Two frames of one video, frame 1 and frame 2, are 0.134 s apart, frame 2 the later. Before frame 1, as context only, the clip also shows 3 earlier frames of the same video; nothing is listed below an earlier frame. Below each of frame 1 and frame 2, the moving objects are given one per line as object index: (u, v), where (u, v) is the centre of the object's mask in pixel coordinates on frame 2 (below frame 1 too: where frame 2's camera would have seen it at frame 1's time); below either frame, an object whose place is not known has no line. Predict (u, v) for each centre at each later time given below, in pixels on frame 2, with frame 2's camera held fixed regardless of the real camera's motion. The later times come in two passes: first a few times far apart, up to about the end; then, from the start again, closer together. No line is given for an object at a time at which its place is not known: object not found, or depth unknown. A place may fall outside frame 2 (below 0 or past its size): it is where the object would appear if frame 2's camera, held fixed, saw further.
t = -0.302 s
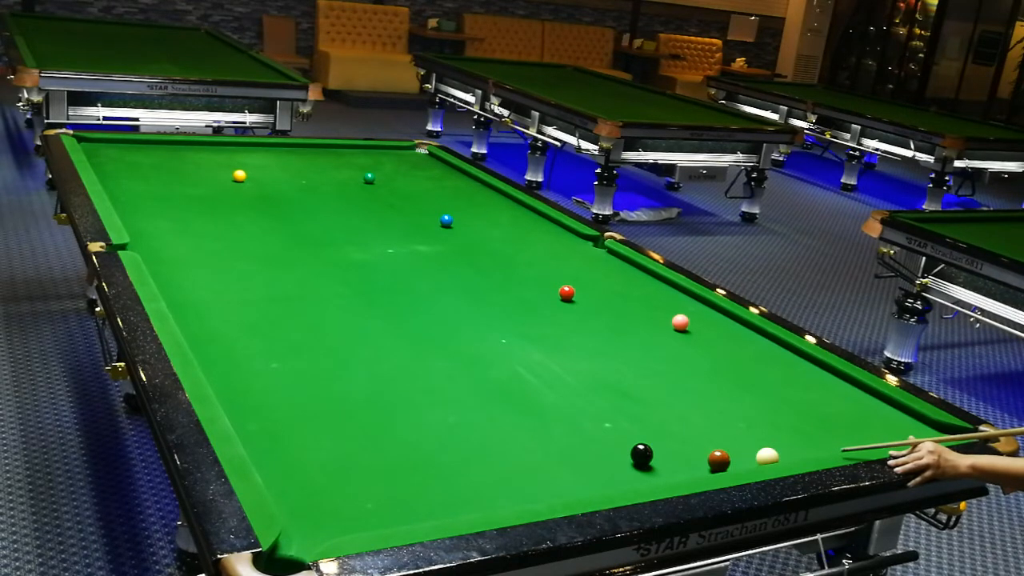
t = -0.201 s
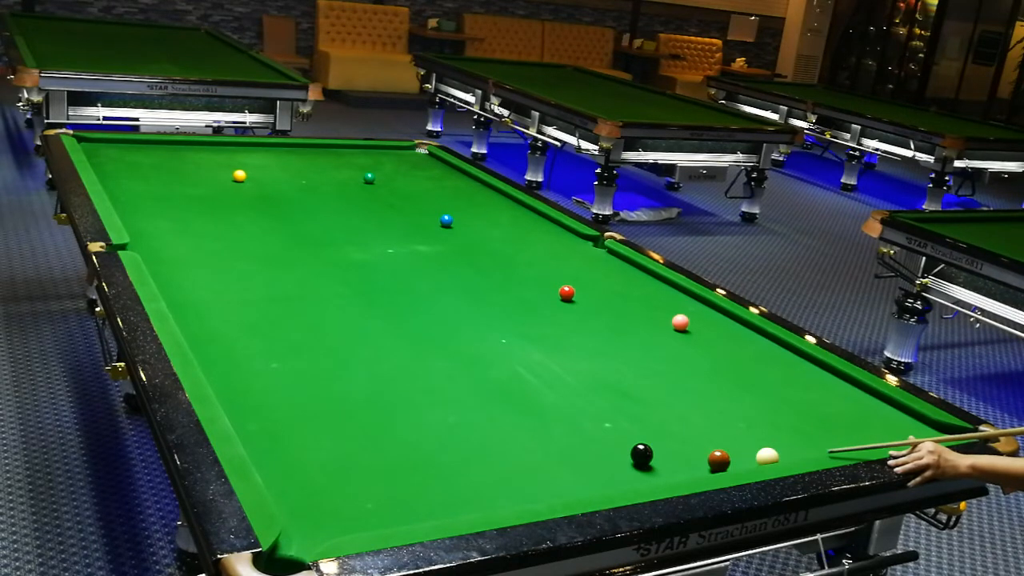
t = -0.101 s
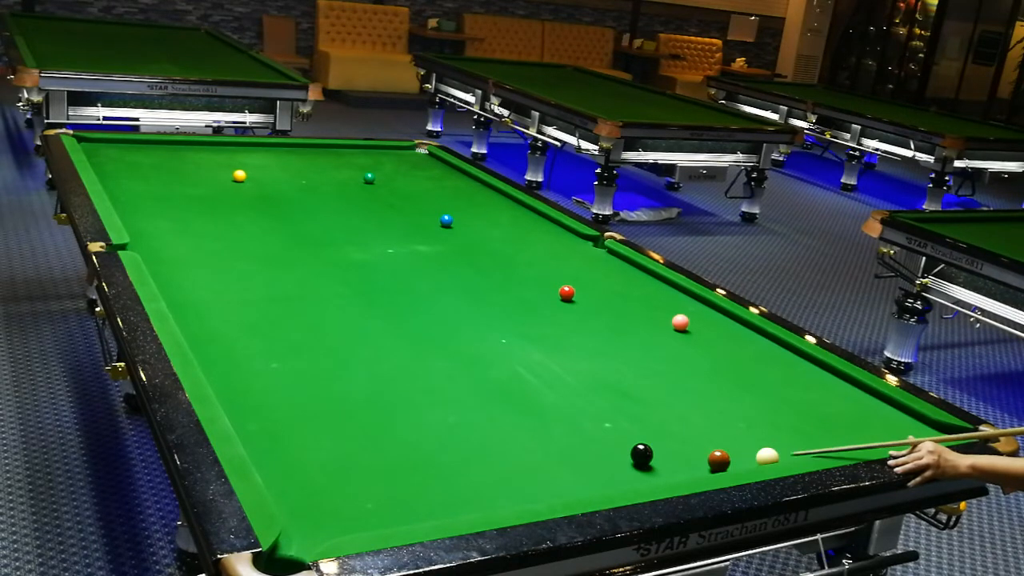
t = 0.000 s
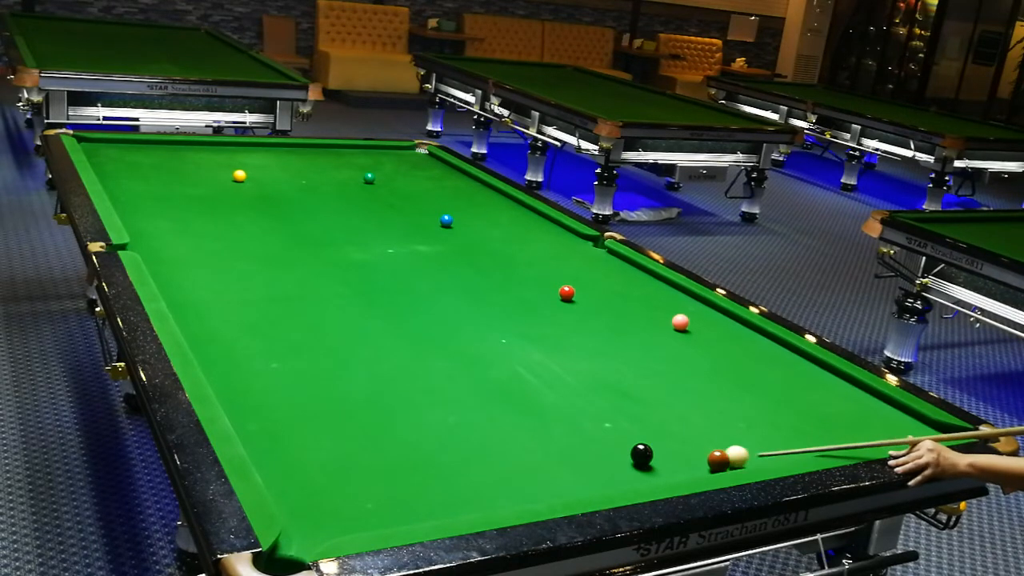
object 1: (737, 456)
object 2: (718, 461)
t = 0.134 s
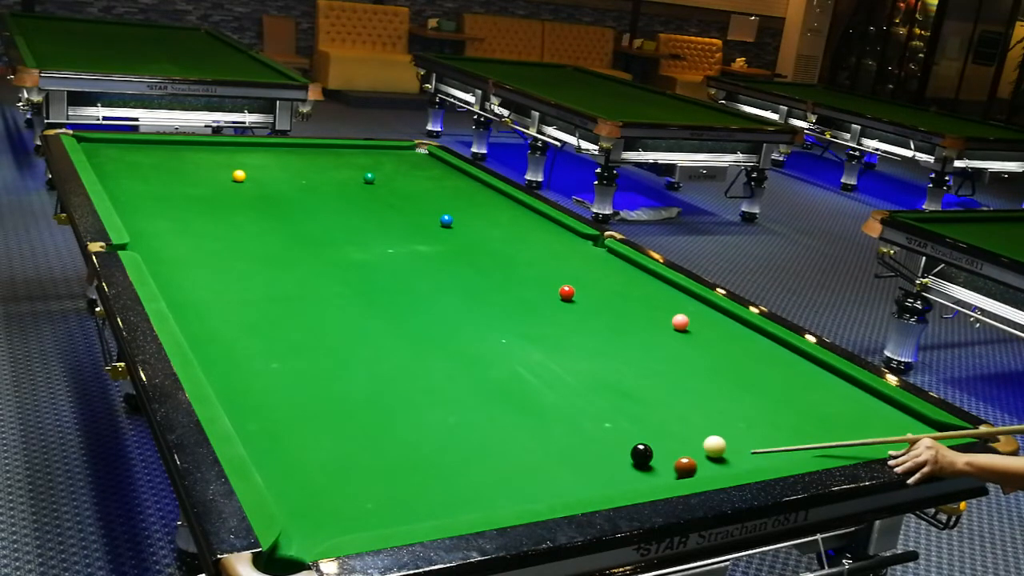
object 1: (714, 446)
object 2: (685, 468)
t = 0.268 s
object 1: (693, 437)
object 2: (658, 473)
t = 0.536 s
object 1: (653, 420)
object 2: (606, 483)
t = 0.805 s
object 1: (618, 405)
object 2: (552, 494)
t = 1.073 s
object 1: (587, 392)
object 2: (495, 503)
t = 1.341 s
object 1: (560, 380)
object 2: (439, 511)
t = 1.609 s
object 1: (536, 369)
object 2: (384, 519)
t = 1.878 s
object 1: (514, 360)
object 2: (329, 528)
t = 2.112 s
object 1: (497, 353)
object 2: (303, 535)
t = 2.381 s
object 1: (481, 346)
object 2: (322, 534)
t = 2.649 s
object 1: (466, 340)
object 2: (321, 526)
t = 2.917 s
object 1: (454, 335)
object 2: (320, 518)
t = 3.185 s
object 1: (444, 330)
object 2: (320, 513)
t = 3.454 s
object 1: (436, 327)
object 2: (321, 510)
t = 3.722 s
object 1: (429, 325)
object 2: (321, 509)
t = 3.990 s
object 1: (424, 323)
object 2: (321, 509)
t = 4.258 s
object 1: (422, 322)
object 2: (321, 509)
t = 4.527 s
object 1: (420, 321)
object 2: (321, 509)
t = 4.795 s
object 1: (420, 321)
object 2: (321, 509)
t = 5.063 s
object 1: (420, 321)
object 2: (321, 509)
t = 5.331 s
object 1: (419, 321)
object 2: (321, 509)
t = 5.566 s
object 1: (420, 321)
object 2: (321, 509)
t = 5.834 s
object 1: (420, 321)
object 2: (321, 509)
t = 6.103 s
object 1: (420, 321)
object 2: (321, 510)
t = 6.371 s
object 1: (420, 321)
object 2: (321, 509)
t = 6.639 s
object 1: (420, 321)
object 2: (321, 509)
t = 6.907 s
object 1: (420, 321)
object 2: (321, 509)
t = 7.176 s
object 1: (420, 321)
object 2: (321, 509)
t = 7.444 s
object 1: (420, 321)
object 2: (321, 509)
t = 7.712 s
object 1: (420, 321)
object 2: (321, 509)
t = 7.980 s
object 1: (420, 321)
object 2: (321, 509)
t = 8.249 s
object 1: (419, 321)
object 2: (321, 509)
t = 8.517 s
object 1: (420, 321)
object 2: (321, 510)
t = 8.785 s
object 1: (420, 321)
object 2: (321, 510)
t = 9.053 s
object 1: (420, 321)
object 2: (321, 510)
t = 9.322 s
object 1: (420, 321)
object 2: (321, 510)
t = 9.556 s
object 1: (420, 321)
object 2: (321, 510)
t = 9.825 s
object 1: (420, 321)
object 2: (321, 510)
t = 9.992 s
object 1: (420, 321)
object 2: (321, 510)
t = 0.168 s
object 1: (709, 444)
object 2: (678, 469)
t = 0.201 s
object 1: (703, 442)
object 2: (672, 470)
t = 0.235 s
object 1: (698, 440)
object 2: (665, 472)
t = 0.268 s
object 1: (693, 437)
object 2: (658, 473)
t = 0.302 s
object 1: (687, 435)
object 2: (652, 474)
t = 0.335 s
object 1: (682, 433)
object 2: (646, 475)
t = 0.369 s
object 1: (677, 431)
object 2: (639, 476)
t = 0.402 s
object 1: (672, 428)
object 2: (632, 478)
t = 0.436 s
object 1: (667, 426)
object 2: (626, 479)
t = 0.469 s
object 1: (662, 424)
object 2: (619, 481)
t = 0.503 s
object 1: (658, 422)
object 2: (613, 482)
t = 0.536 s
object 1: (653, 420)
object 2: (606, 483)
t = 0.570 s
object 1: (648, 418)
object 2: (599, 485)
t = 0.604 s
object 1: (644, 416)
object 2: (592, 486)
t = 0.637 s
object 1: (639, 414)
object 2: (586, 487)
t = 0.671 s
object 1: (635, 412)
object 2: (579, 489)
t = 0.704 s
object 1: (631, 411)
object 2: (572, 490)
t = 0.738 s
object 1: (626, 409)
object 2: (565, 491)
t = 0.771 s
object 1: (622, 407)
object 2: (558, 493)
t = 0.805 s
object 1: (618, 405)
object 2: (552, 494)
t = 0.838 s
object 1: (614, 403)
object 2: (545, 495)
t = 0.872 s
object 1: (610, 402)
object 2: (538, 497)
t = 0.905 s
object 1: (606, 400)
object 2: (531, 498)
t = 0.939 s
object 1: (602, 398)
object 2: (524, 498)
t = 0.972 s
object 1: (598, 396)
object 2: (517, 499)
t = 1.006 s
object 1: (594, 395)
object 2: (509, 501)
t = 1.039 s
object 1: (591, 393)
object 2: (503, 502)
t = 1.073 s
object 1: (587, 392)
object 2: (495, 503)
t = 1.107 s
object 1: (584, 390)
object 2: (488, 504)
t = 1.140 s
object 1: (580, 389)
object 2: (481, 505)
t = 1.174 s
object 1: (577, 387)
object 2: (474, 506)
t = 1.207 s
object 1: (573, 386)
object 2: (467, 507)
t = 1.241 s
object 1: (570, 384)
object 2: (460, 508)
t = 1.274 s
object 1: (566, 383)
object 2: (453, 509)
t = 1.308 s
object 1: (563, 381)
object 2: (446, 510)
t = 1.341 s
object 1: (560, 380)
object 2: (439, 511)
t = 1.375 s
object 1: (557, 378)
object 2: (432, 512)
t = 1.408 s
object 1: (554, 377)
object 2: (425, 513)
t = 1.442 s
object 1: (550, 376)
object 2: (418, 514)
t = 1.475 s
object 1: (547, 374)
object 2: (411, 515)
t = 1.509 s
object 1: (544, 373)
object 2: (404, 516)
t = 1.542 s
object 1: (541, 372)
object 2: (397, 517)
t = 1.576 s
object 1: (538, 371)
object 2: (390, 518)
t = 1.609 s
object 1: (536, 369)
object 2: (384, 519)
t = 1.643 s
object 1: (533, 368)
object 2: (377, 520)
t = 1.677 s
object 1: (530, 367)
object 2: (370, 521)
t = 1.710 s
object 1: (527, 366)
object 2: (363, 522)
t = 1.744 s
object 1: (524, 364)
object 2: (356, 523)
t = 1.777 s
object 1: (521, 363)
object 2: (349, 524)
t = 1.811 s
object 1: (519, 362)
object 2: (342, 525)
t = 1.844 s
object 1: (517, 361)
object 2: (336, 527)
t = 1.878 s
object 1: (514, 360)
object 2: (329, 528)
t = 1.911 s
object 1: (511, 359)
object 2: (322, 529)
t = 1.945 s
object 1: (509, 358)
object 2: (316, 530)
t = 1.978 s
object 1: (507, 357)
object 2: (309, 531)
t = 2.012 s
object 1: (504, 356)
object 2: (303, 532)
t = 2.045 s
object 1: (502, 355)
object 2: (296, 533)
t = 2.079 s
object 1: (500, 354)
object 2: (298, 534)
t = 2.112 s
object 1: (497, 353)
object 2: (303, 535)
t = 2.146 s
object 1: (495, 352)
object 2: (307, 536)
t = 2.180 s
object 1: (493, 352)
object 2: (311, 536)
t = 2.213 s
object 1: (491, 351)
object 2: (315, 536)
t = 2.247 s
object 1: (489, 350)
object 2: (318, 536)
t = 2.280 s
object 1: (487, 349)
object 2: (322, 536)
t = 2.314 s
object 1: (485, 348)
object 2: (322, 536)
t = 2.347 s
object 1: (483, 347)
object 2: (322, 535)
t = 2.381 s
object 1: (481, 346)
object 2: (322, 534)
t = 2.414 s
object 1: (479, 346)
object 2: (322, 533)
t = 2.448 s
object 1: (477, 345)
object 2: (322, 532)
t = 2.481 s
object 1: (475, 344)
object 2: (322, 531)
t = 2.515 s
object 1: (473, 343)
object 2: (322, 531)
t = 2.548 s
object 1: (471, 342)
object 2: (322, 530)
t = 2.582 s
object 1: (470, 342)
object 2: (321, 529)
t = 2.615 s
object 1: (468, 341)
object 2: (321, 528)
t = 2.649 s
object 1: (466, 340)
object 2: (321, 526)
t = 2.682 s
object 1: (465, 339)
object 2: (321, 525)
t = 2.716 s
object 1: (463, 339)
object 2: (321, 525)
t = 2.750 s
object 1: (462, 338)
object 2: (321, 523)
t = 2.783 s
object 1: (460, 337)
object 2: (321, 522)
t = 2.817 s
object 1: (459, 337)
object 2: (320, 521)
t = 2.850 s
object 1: (457, 336)
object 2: (320, 520)
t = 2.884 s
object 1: (456, 336)
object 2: (320, 519)
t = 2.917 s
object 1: (454, 335)
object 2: (320, 518)
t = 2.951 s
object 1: (453, 334)
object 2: (320, 518)
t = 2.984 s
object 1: (452, 334)
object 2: (320, 517)
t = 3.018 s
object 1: (450, 333)
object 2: (320, 516)
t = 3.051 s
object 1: (449, 333)
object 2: (320, 516)
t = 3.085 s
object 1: (448, 332)
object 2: (320, 515)
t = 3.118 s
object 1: (447, 331)
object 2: (320, 514)
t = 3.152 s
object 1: (445, 331)
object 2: (320, 514)
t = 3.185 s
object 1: (444, 330)
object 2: (320, 513)
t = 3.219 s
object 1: (443, 330)
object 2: (320, 512)
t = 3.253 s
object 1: (442, 330)
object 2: (320, 512)
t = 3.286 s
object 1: (441, 329)
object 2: (320, 512)
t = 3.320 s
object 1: (440, 329)
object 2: (321, 511)
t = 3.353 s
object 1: (439, 328)
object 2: (321, 511)
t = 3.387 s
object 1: (438, 328)
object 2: (321, 511)
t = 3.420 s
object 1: (437, 328)
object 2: (321, 510)
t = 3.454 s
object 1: (436, 327)
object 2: (321, 510)
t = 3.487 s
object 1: (435, 327)
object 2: (321, 510)
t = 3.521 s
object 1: (434, 326)
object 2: (321, 510)
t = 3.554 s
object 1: (433, 326)
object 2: (321, 510)
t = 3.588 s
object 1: (433, 326)
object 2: (321, 509)
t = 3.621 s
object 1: (431, 325)
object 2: (321, 509)
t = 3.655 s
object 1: (430, 325)
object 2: (321, 509)
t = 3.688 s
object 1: (430, 325)
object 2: (321, 509)
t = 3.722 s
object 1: (429, 325)
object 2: (321, 509)
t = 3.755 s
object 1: (428, 324)
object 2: (321, 509)
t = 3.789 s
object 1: (427, 324)
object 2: (321, 509)
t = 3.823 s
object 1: (427, 324)
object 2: (321, 509)
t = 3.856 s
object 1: (426, 324)
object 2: (321, 509)
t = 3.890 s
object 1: (425, 323)
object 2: (321, 509)
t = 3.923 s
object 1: (425, 323)
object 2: (321, 509)
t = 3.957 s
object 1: (425, 323)
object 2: (321, 509)
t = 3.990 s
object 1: (424, 323)
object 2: (321, 509)
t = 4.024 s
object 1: (423, 323)
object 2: (321, 509)
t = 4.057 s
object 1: (423, 322)
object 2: (321, 509)
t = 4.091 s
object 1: (423, 322)
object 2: (321, 509)
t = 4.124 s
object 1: (423, 322)
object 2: (321, 509)
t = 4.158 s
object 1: (422, 322)
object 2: (321, 509)
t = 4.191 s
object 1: (422, 322)
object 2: (321, 509)
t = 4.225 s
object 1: (422, 322)
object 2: (321, 509)
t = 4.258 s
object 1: (422, 322)
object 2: (321, 509)
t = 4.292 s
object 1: (421, 322)
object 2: (321, 509)
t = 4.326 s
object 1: (421, 321)
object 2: (321, 509)
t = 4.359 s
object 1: (420, 321)
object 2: (321, 509)
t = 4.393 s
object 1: (420, 321)
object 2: (321, 509)
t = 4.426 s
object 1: (420, 321)
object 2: (321, 509)
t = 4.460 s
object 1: (420, 321)
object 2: (321, 509)
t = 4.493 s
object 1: (420, 321)
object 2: (321, 509)
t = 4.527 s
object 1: (420, 321)
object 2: (321, 509)
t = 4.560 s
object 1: (420, 321)
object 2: (321, 509)
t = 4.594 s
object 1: (420, 321)
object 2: (321, 509)
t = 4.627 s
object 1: (420, 321)
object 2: (321, 509)
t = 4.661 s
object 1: (420, 321)
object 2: (321, 509)
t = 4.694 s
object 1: (420, 321)
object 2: (321, 509)
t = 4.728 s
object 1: (420, 321)
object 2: (321, 509)
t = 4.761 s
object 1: (420, 321)
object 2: (321, 509)
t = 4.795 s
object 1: (420, 321)
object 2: (321, 509)
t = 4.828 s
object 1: (420, 321)
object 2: (321, 509)
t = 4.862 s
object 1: (420, 321)
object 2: (321, 509)
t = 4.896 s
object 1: (420, 321)
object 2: (321, 509)
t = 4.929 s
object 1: (420, 321)
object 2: (321, 509)
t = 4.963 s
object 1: (420, 321)
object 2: (321, 509)
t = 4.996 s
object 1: (420, 321)
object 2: (321, 509)
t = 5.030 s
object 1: (420, 321)
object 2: (321, 509)
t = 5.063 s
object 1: (420, 321)
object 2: (321, 509)
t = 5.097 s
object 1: (420, 321)
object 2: (321, 509)
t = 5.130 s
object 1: (420, 321)
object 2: (321, 509)
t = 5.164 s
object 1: (420, 321)
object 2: (321, 509)
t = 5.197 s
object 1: (420, 321)
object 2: (321, 509)
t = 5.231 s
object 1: (420, 321)
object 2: (321, 509)
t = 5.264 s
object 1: (420, 321)
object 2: (321, 509)
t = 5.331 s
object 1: (419, 321)
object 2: (321, 509)
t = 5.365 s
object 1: (419, 321)
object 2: (321, 509)
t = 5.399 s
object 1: (419, 321)
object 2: (321, 509)
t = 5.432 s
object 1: (420, 321)
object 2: (321, 509)
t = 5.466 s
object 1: (420, 321)
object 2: (321, 509)
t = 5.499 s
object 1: (420, 321)
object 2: (321, 509)
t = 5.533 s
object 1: (420, 321)
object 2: (321, 509)
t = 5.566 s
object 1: (420, 321)
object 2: (321, 509)
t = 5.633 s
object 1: (420, 321)
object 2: (321, 509)
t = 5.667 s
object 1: (420, 321)
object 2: (321, 509)
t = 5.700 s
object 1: (420, 321)
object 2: (321, 509)
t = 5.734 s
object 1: (420, 321)
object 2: (321, 509)
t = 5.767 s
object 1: (420, 321)
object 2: (321, 509)
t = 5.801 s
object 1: (420, 321)
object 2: (321, 509)
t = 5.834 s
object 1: (420, 321)
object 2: (321, 509)
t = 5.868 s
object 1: (420, 321)
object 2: (321, 509)
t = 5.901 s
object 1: (420, 321)
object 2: (321, 509)
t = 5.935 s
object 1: (420, 321)
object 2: (321, 509)
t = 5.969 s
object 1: (420, 321)
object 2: (321, 509)
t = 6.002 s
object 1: (420, 321)
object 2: (321, 509)
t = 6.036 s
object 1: (420, 321)
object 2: (321, 510)
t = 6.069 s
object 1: (420, 321)
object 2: (321, 510)
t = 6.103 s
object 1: (420, 321)
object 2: (321, 510)
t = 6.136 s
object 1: (420, 321)
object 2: (321, 509)
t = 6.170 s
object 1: (420, 321)
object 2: (321, 509)
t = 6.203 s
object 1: (420, 321)
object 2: (321, 509)
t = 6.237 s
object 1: (420, 321)
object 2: (321, 510)
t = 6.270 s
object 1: (420, 321)
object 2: (321, 509)
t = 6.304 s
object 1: (420, 321)
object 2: (321, 509)
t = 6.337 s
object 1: (420, 321)
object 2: (321, 509)
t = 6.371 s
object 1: (420, 321)
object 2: (321, 509)
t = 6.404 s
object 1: (420, 321)
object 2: (321, 509)
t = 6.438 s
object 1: (420, 321)
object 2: (321, 509)
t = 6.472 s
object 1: (420, 321)
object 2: (321, 509)
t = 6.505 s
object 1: (420, 321)
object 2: (321, 509)
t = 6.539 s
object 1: (420, 321)
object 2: (321, 509)
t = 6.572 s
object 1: (420, 321)
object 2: (321, 509)
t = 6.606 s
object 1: (420, 321)
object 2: (321, 509)
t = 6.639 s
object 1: (420, 321)
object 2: (321, 509)
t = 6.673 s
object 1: (420, 321)
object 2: (321, 509)
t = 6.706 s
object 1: (420, 321)
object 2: (321, 509)
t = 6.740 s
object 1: (420, 321)
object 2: (321, 509)
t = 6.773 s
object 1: (420, 321)
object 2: (321, 509)
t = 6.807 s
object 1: (420, 321)
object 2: (321, 509)
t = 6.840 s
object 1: (420, 321)
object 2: (321, 509)
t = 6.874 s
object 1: (420, 321)
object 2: (321, 509)
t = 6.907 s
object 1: (420, 321)
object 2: (321, 509)
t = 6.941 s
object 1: (420, 321)
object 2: (321, 509)
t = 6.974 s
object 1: (420, 321)
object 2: (321, 509)
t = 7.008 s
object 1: (420, 321)
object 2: (321, 509)
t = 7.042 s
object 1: (420, 321)
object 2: (321, 509)
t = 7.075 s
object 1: (420, 321)
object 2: (321, 509)
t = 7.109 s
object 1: (420, 321)
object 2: (321, 509)
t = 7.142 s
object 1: (420, 321)
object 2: (321, 509)
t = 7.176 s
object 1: (420, 321)
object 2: (321, 509)
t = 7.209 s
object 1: (420, 321)
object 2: (321, 509)
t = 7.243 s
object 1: (420, 321)
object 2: (321, 509)
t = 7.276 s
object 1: (420, 321)
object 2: (321, 509)
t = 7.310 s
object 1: (420, 321)
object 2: (321, 509)
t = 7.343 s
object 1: (420, 321)
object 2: (321, 509)
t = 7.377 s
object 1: (420, 321)
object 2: (321, 509)
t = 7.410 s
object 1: (420, 321)
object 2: (321, 509)
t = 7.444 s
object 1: (420, 321)
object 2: (321, 509)
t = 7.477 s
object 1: (420, 321)
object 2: (321, 509)
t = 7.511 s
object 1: (420, 321)
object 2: (321, 509)
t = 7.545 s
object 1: (420, 321)
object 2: (321, 509)
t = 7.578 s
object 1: (420, 321)
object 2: (321, 509)
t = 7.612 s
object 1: (420, 321)
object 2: (321, 509)
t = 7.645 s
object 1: (420, 321)
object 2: (321, 509)
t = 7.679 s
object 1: (420, 321)
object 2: (321, 509)
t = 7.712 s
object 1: (420, 321)
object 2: (321, 509)
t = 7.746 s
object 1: (420, 321)
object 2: (321, 509)
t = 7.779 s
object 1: (420, 321)
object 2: (321, 509)
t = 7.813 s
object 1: (420, 321)
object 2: (321, 509)
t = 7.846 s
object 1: (420, 321)
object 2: (321, 509)
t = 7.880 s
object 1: (420, 321)
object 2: (321, 509)
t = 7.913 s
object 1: (420, 321)
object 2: (321, 509)
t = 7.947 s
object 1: (420, 321)
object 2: (321, 509)
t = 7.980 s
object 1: (420, 321)
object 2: (321, 509)
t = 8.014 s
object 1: (420, 321)
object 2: (321, 509)
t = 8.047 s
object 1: (420, 321)
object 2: (321, 509)
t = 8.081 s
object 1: (420, 321)
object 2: (321, 509)
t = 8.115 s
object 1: (420, 321)
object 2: (321, 509)
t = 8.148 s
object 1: (420, 321)
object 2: (321, 509)
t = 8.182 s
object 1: (420, 321)
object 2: (321, 509)
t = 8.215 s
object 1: (420, 321)
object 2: (321, 509)
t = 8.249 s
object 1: (419, 321)
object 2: (321, 509)
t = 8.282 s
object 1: (420, 321)
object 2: (321, 509)
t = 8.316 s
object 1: (420, 321)
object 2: (321, 509)
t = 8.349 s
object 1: (420, 321)
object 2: (321, 509)
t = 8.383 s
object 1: (420, 321)
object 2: (321, 510)
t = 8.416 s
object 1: (420, 321)
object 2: (321, 510)
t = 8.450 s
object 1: (420, 321)
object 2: (321, 510)
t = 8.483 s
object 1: (420, 321)
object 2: (321, 510)
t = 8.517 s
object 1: (420, 321)
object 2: (321, 510)
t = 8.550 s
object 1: (420, 321)
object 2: (321, 510)
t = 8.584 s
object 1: (420, 321)
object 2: (321, 510)
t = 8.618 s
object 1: (420, 321)
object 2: (321, 509)
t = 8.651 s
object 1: (420, 321)
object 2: (321, 510)
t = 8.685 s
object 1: (420, 321)
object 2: (321, 509)
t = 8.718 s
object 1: (420, 321)
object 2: (321, 509)
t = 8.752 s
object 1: (420, 321)
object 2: (321, 509)
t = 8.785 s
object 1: (420, 321)
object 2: (321, 510)
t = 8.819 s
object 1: (420, 321)
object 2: (321, 509)
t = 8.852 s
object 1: (420, 321)
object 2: (321, 509)
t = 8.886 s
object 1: (420, 321)
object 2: (321, 509)
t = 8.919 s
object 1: (420, 321)
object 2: (321, 509)
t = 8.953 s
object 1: (420, 321)
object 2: (321, 509)
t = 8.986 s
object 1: (420, 321)
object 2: (321, 510)
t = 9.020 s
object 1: (420, 321)
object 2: (321, 510)
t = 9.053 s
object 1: (420, 321)
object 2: (321, 510)
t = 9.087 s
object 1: (420, 321)
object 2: (321, 510)
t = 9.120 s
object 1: (420, 321)
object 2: (321, 510)
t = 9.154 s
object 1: (420, 321)
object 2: (321, 510)
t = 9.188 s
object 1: (420, 321)
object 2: (321, 510)
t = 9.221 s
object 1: (420, 321)
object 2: (321, 510)
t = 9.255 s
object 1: (420, 321)
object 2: (321, 510)
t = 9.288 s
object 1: (420, 321)
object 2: (321, 510)
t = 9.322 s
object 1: (420, 321)
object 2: (321, 510)
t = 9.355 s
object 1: (420, 321)
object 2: (321, 510)
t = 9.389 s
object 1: (420, 321)
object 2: (321, 509)
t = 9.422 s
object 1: (420, 321)
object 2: (321, 510)
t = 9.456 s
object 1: (420, 321)
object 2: (321, 510)
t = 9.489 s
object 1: (420, 321)
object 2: (321, 510)
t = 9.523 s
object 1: (420, 321)
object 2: (321, 510)
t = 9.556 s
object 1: (420, 321)
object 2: (321, 510)
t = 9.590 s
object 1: (420, 321)
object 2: (321, 510)
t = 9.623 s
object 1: (420, 321)
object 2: (321, 510)
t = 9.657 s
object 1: (420, 321)
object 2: (321, 510)
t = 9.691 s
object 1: (420, 321)
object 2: (321, 510)
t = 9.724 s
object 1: (420, 321)
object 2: (321, 510)
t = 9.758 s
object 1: (420, 321)
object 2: (321, 510)
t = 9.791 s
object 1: (420, 321)
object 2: (321, 510)
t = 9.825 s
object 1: (420, 321)
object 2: (321, 510)
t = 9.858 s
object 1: (420, 321)
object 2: (321, 510)
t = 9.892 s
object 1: (420, 321)
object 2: (321, 510)
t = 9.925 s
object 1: (420, 321)
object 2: (321, 510)
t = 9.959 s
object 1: (420, 321)
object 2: (321, 509)
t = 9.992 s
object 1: (420, 321)
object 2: (321, 510)
